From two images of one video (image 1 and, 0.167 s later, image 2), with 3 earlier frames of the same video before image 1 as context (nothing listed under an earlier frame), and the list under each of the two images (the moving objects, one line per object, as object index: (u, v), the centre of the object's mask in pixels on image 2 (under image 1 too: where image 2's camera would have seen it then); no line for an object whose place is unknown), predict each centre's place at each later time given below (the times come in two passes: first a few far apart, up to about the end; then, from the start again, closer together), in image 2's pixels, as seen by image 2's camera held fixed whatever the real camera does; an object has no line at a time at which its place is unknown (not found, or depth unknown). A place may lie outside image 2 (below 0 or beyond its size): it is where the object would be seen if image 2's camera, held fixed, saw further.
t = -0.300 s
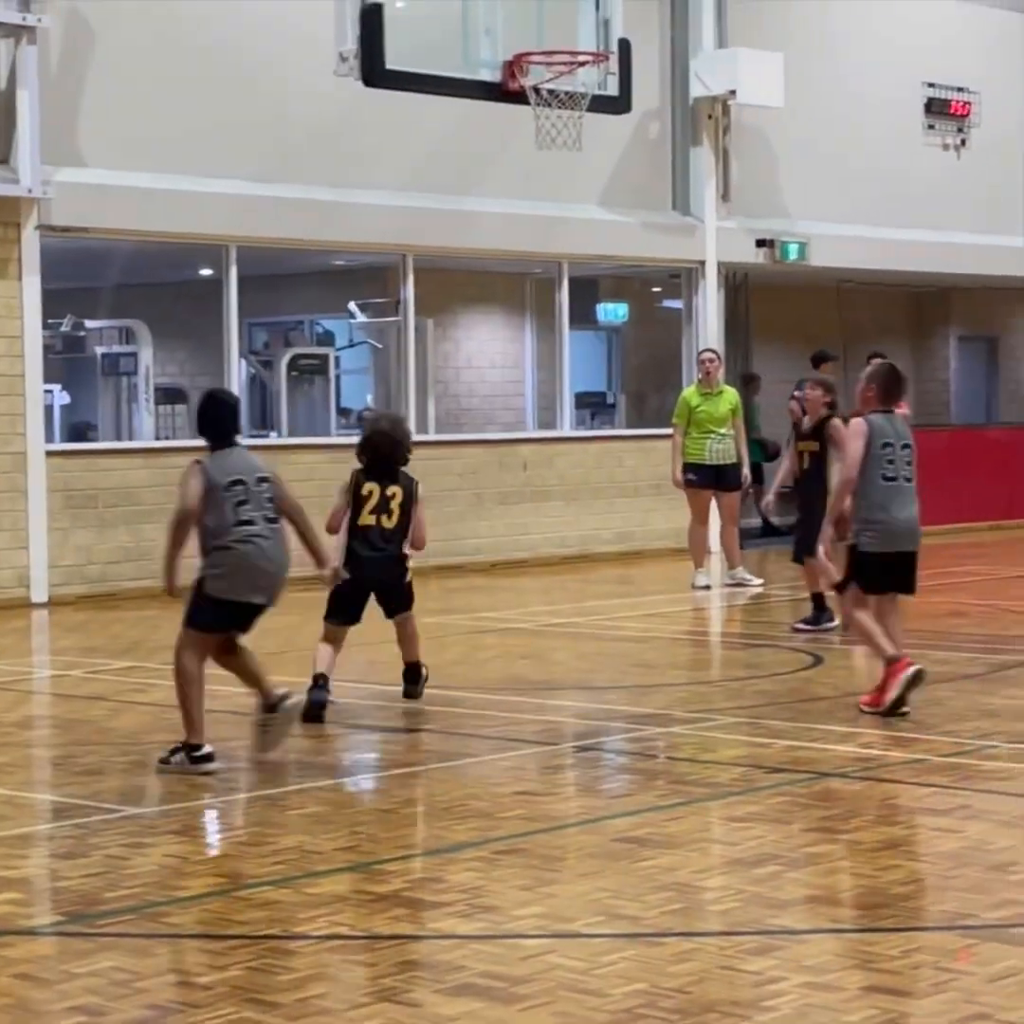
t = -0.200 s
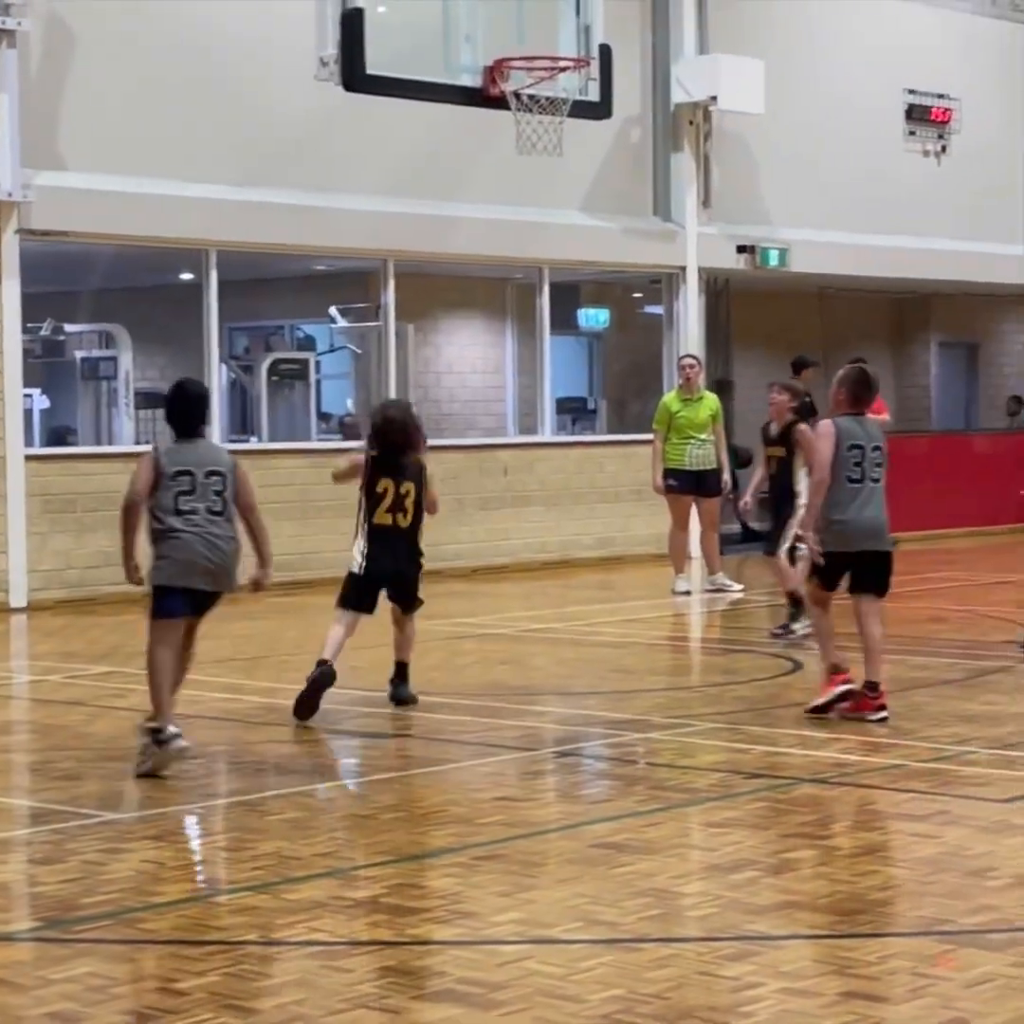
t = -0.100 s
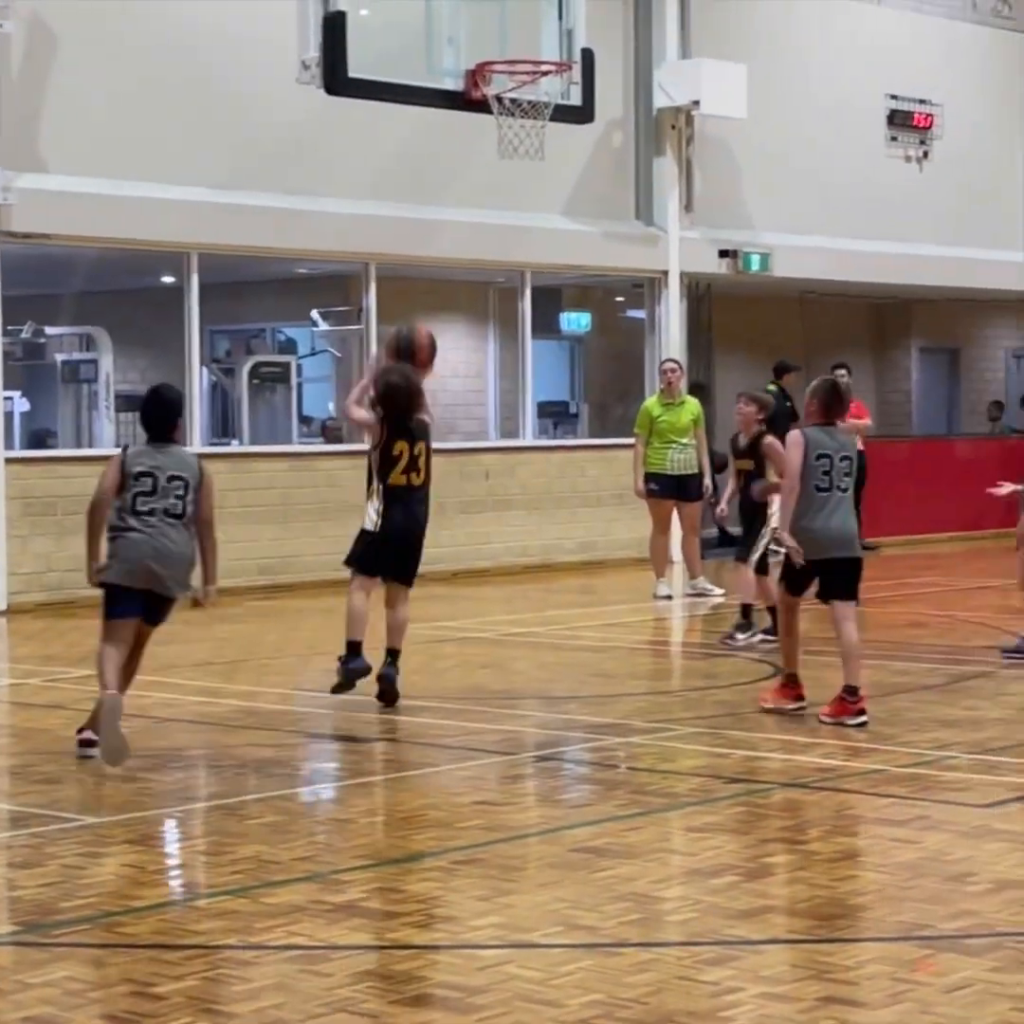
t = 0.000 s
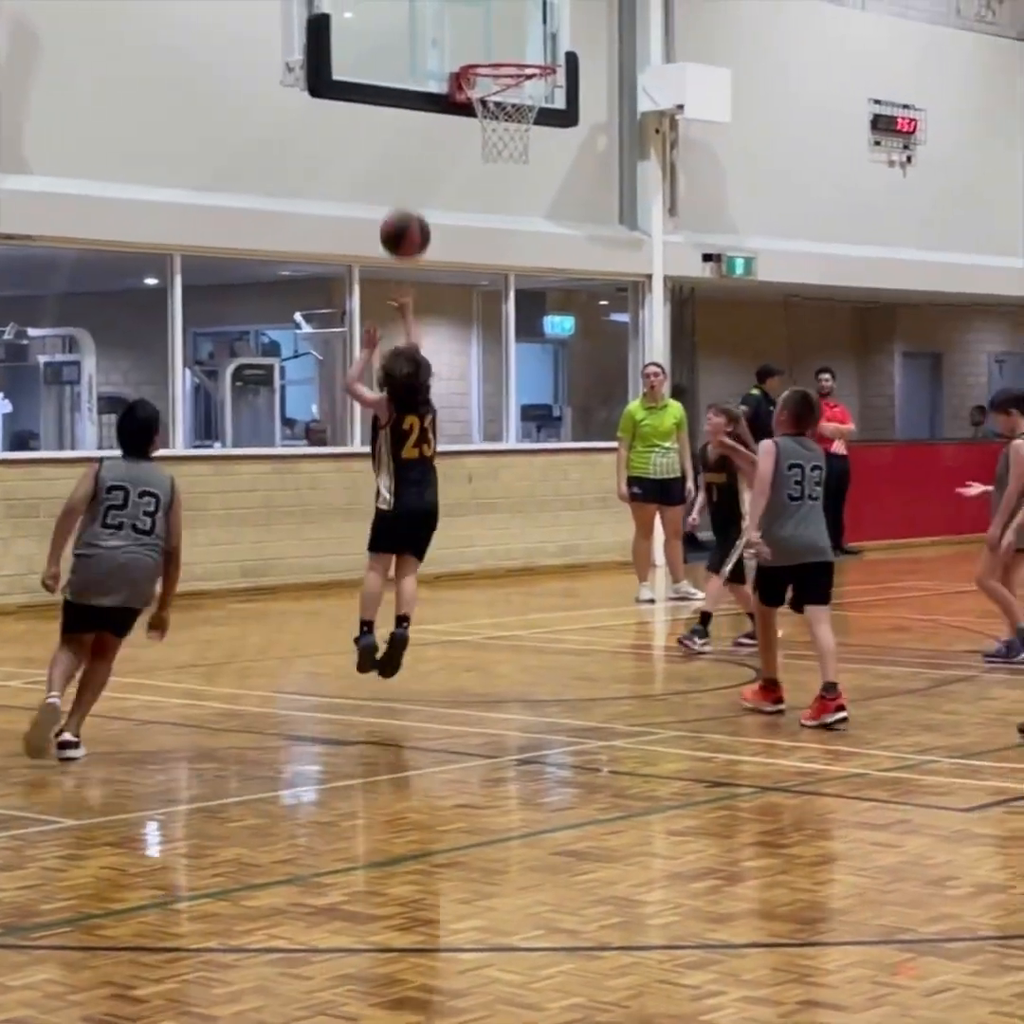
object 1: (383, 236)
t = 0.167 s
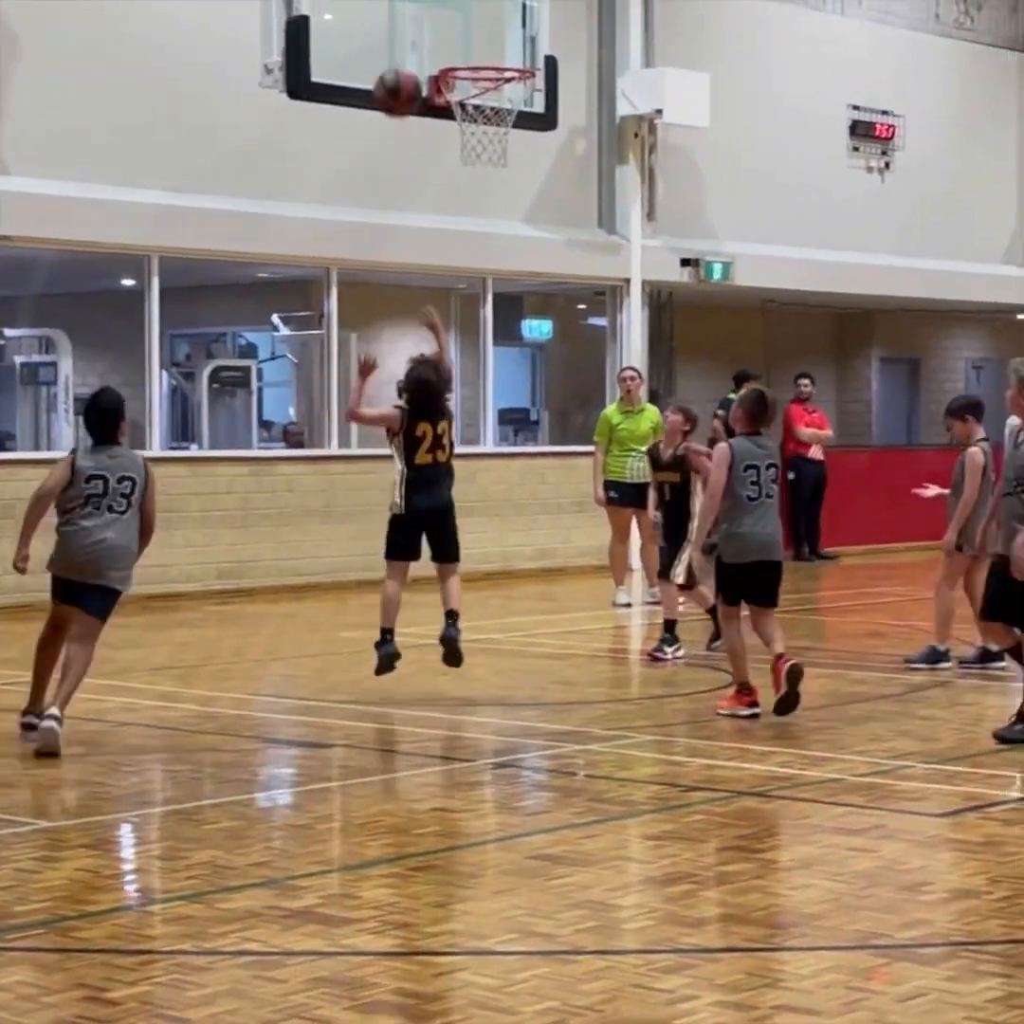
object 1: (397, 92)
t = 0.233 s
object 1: (403, 53)
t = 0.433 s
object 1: (419, 8)
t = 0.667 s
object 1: (486, 39)
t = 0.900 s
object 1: (481, 140)
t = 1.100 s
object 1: (455, 184)
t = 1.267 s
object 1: (432, 285)
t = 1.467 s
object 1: (403, 476)
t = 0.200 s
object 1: (400, 72)
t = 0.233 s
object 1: (403, 53)
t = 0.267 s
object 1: (406, 38)
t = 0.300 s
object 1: (409, 25)
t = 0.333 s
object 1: (411, 17)
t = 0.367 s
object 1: (414, 13)
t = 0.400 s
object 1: (416, 10)
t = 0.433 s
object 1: (419, 8)
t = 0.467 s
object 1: (422, 8)
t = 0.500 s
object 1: (433, 9)
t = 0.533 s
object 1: (444, 11)
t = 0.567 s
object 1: (454, 14)
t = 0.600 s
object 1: (465, 19)
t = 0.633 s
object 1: (475, 26)
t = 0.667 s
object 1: (486, 39)
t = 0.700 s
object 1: (496, 50)
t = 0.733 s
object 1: (507, 72)
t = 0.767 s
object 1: (505, 86)
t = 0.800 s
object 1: (502, 100)
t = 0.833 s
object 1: (496, 113)
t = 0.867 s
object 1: (490, 125)
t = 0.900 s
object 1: (481, 140)
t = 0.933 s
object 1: (481, 148)
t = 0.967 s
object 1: (474, 147)
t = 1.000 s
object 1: (469, 150)
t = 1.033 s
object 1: (464, 159)
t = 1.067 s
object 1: (459, 170)
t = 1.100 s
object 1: (455, 184)
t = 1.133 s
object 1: (450, 200)
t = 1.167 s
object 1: (445, 218)
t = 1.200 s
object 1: (440, 239)
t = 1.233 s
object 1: (436, 261)
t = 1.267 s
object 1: (432, 285)
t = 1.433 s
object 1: (408, 440)
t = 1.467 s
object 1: (403, 476)
